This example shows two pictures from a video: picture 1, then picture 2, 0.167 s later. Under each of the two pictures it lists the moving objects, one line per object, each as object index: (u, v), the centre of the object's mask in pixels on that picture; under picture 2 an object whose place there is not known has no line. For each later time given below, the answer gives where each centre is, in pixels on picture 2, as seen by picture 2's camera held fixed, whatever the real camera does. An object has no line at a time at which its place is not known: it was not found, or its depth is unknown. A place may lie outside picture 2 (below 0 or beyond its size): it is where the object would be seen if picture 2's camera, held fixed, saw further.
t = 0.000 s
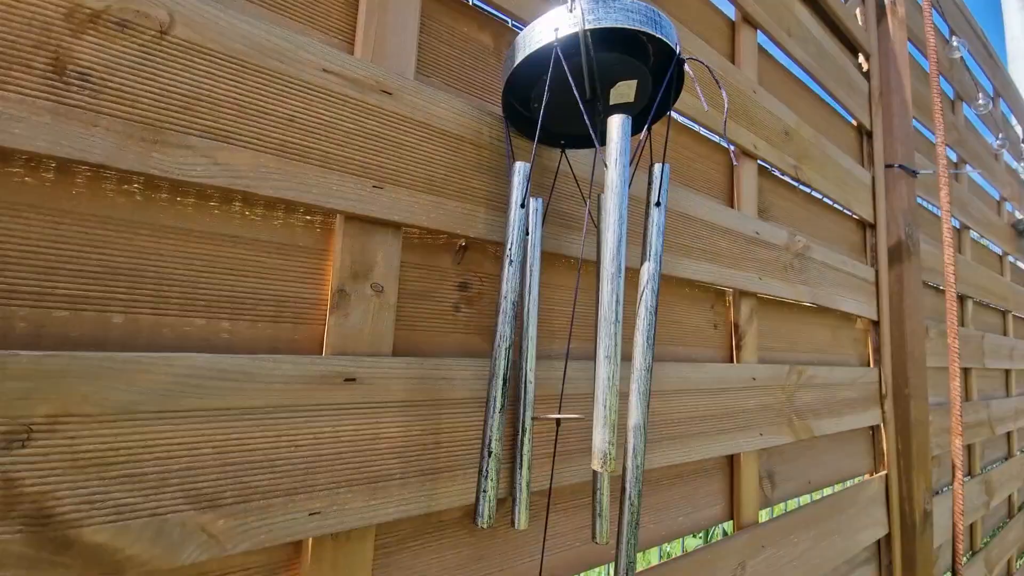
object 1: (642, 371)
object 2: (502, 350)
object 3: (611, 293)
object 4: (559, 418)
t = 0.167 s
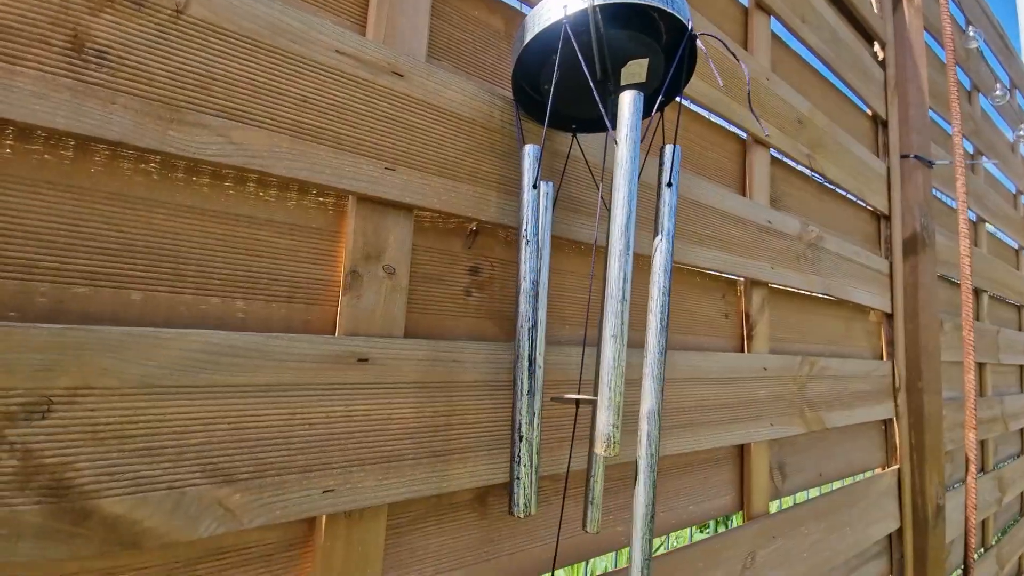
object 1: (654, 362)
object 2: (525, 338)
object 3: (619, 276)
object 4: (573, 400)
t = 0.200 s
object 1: (656, 367)
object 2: (527, 341)
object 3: (619, 278)
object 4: (574, 399)
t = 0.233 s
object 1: (659, 369)
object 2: (530, 337)
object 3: (621, 276)
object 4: (574, 399)
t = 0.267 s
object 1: (661, 370)
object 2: (531, 335)
